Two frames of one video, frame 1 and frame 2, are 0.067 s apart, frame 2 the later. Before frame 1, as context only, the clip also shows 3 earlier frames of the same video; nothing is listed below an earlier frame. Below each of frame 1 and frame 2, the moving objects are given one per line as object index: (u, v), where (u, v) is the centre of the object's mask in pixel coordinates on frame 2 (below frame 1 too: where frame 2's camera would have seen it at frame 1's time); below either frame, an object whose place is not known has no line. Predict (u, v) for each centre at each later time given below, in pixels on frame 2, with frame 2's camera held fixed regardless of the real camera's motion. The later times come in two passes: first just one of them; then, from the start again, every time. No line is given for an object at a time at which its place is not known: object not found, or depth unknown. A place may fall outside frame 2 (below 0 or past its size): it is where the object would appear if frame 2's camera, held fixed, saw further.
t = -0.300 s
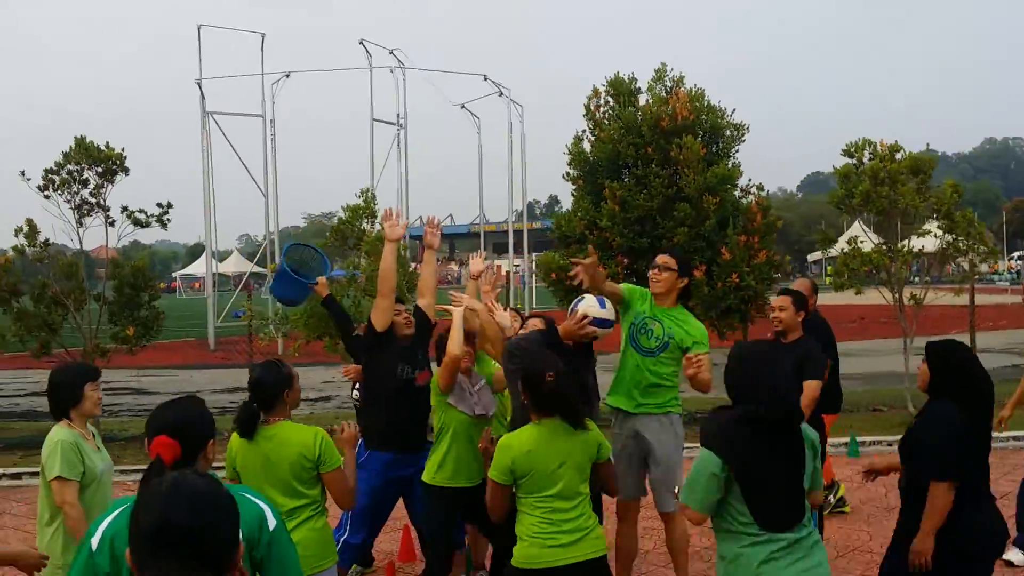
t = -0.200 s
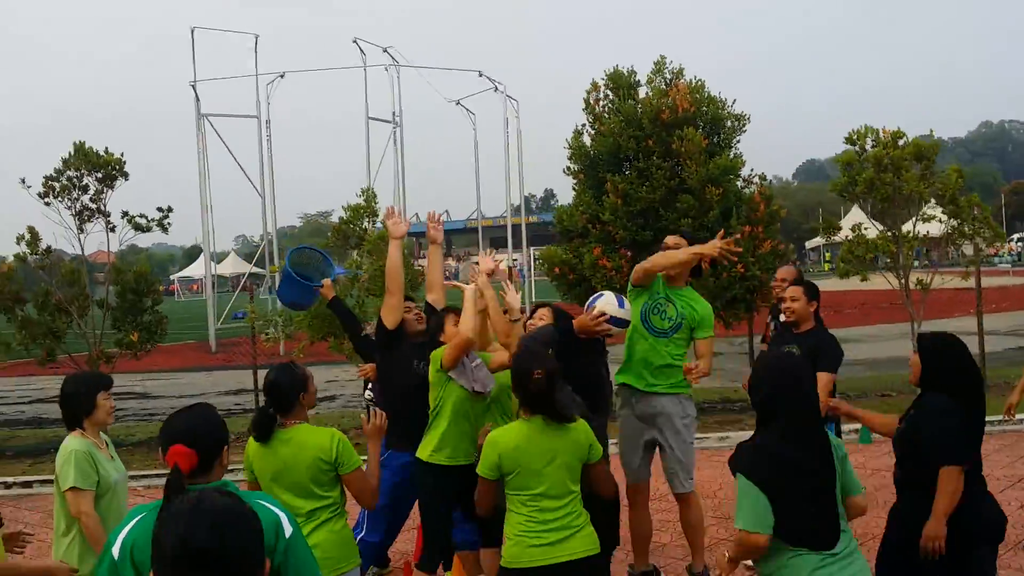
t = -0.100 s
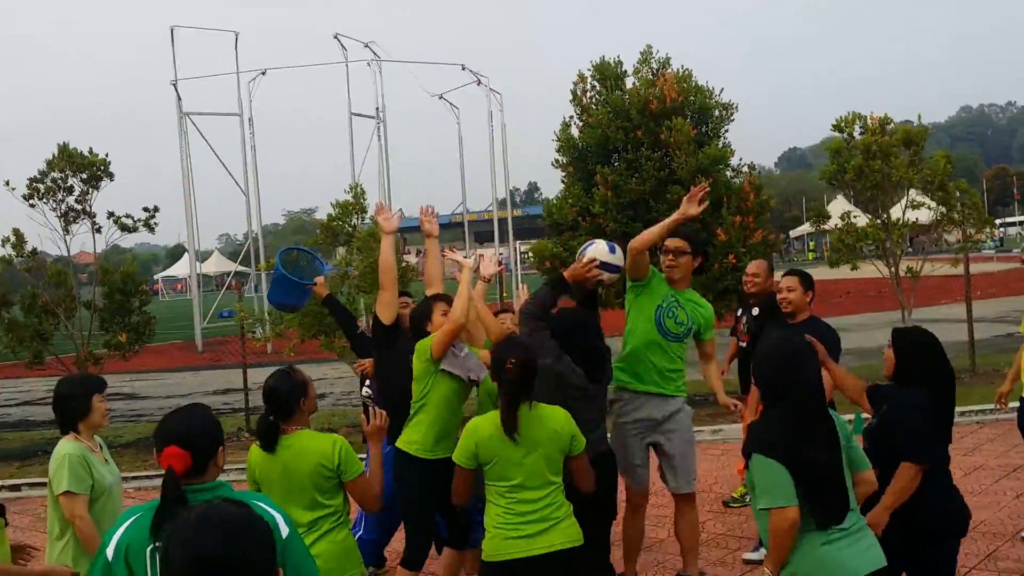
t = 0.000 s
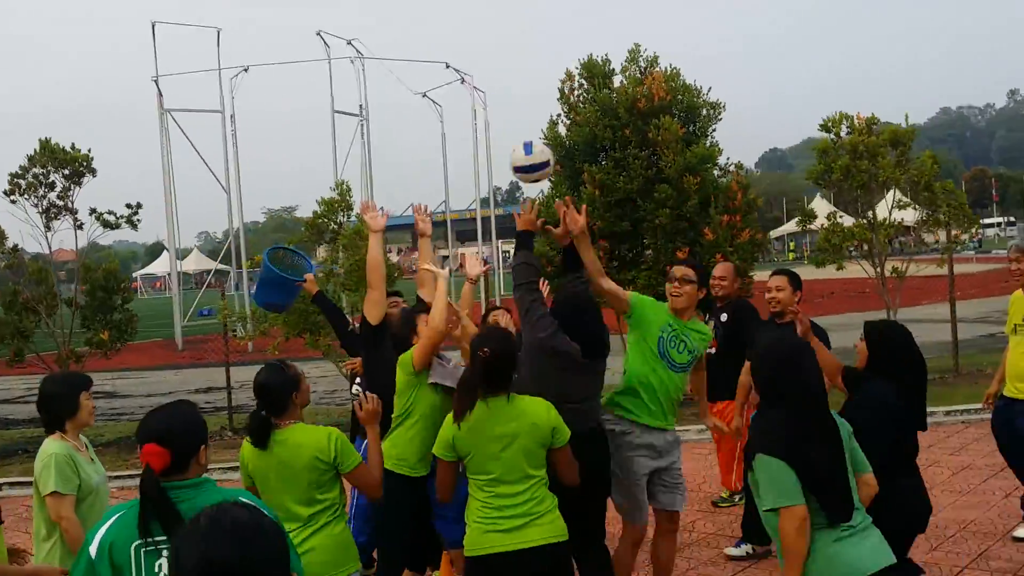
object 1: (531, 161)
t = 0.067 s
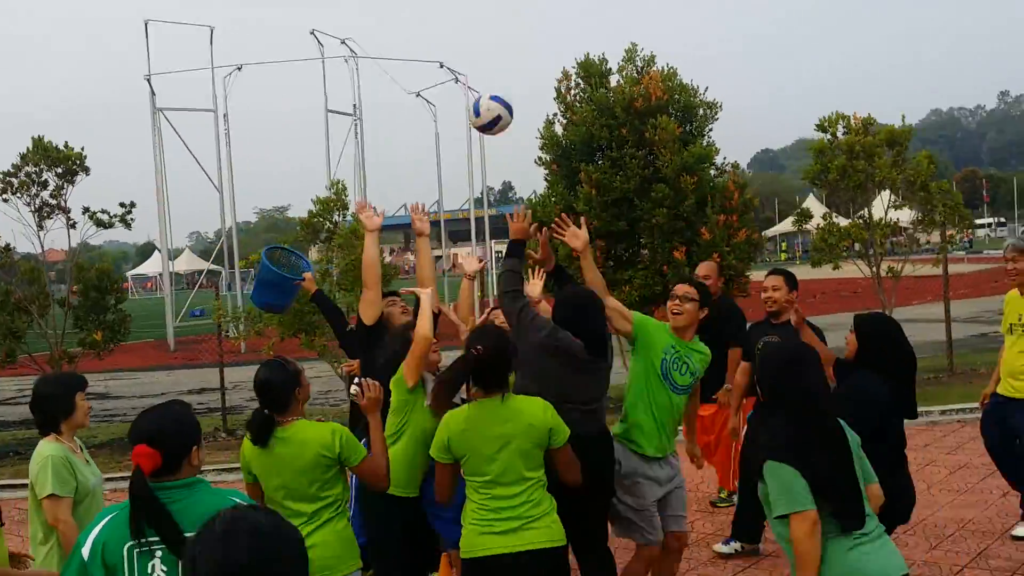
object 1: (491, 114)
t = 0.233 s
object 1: (411, 44)
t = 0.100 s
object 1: (473, 95)
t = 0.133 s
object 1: (456, 78)
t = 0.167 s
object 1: (442, 64)
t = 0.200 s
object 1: (426, 53)
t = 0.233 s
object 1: (411, 44)
